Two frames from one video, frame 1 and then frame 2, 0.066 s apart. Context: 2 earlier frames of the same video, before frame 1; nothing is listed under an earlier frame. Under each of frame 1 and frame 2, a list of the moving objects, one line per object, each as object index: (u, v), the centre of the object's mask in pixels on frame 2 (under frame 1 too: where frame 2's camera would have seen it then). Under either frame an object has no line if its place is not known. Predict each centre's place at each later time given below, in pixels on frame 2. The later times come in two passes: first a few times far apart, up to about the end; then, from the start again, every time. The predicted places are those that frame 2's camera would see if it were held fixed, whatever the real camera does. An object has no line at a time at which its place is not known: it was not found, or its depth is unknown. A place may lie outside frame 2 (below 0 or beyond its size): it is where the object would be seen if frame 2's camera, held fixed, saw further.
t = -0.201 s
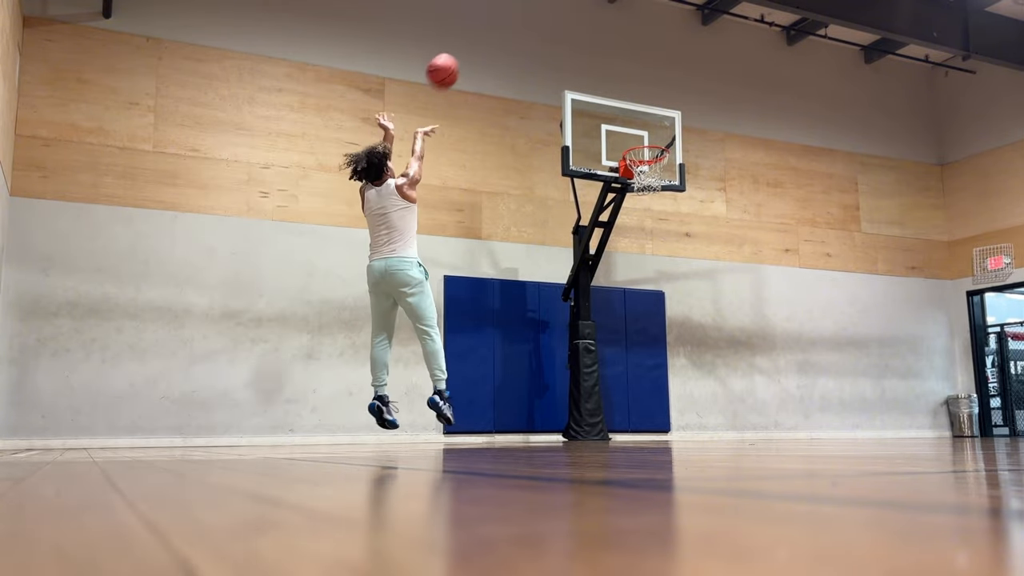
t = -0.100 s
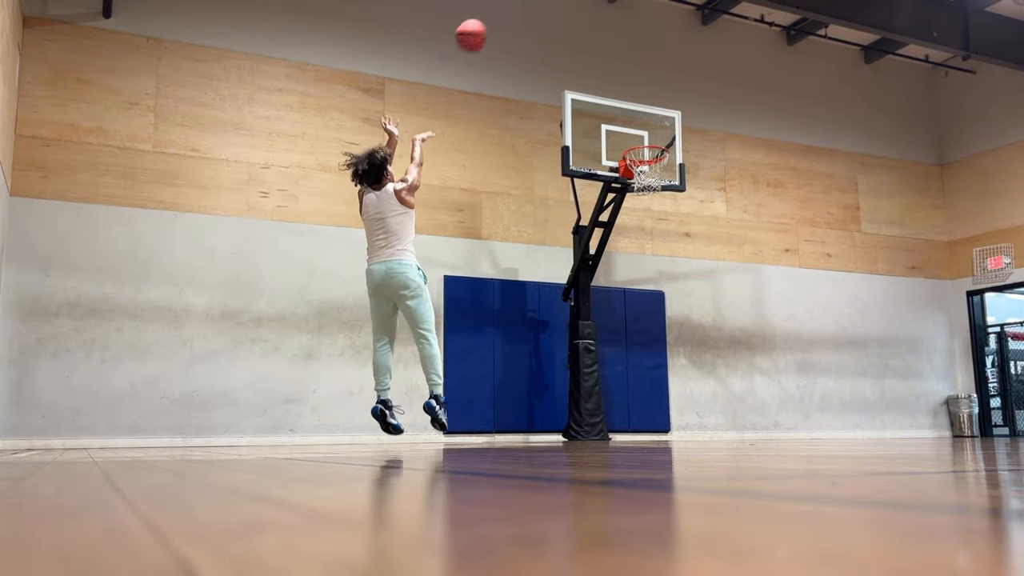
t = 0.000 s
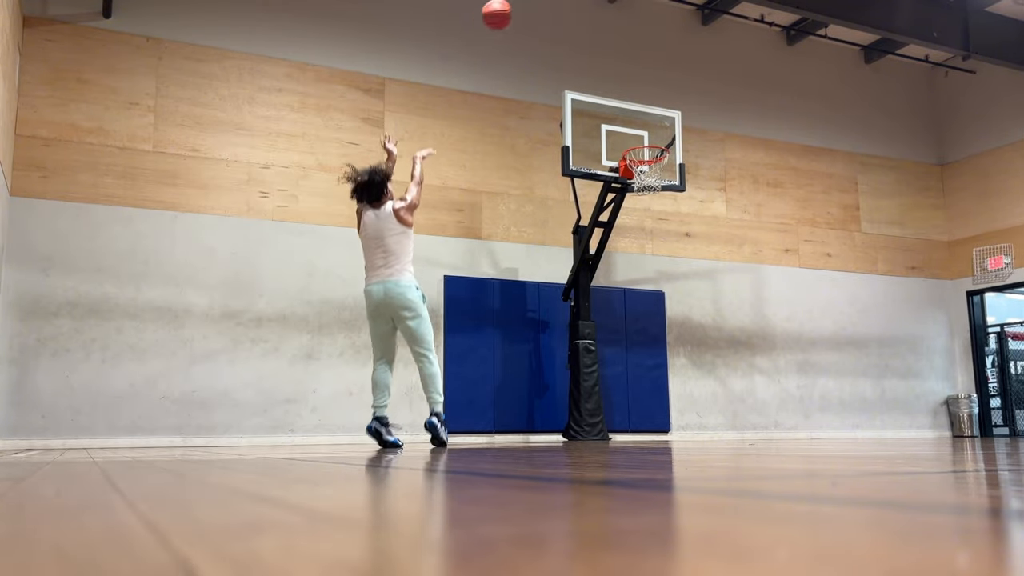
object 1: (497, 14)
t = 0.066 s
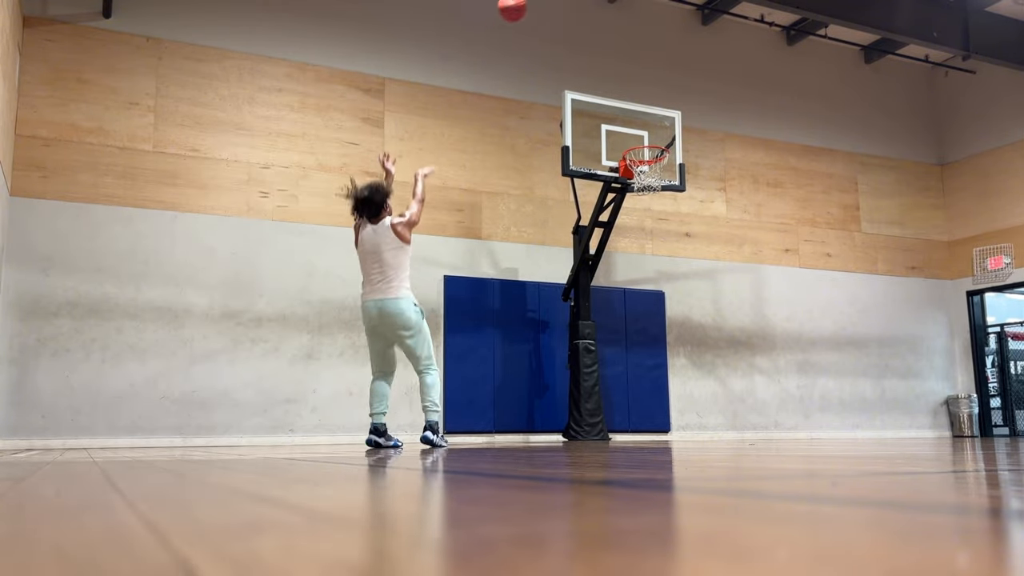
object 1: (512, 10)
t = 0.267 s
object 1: (554, 12)
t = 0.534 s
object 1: (603, 72)
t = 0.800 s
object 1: (641, 130)
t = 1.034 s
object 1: (663, 136)
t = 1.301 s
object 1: (692, 177)
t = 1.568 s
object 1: (726, 265)
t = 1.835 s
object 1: (765, 421)
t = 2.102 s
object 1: (797, 325)
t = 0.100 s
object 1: (520, 8)
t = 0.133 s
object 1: (527, 8)
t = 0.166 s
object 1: (534, 8)
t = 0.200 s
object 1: (541, 9)
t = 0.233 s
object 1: (548, 10)
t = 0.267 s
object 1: (554, 12)
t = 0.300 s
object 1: (561, 16)
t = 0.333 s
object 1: (567, 21)
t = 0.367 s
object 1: (574, 28)
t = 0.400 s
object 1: (580, 35)
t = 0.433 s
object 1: (586, 43)
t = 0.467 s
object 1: (592, 52)
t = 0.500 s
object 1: (597, 62)
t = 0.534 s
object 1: (603, 72)
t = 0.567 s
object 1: (609, 84)
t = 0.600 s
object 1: (615, 96)
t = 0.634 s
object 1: (620, 110)
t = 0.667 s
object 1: (626, 123)
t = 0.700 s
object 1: (631, 138)
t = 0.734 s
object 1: (634, 136)
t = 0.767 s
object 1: (637, 133)
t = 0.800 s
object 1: (641, 130)
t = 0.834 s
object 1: (643, 128)
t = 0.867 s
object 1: (647, 127)
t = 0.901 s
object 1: (650, 127)
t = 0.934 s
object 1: (653, 128)
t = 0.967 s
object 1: (656, 130)
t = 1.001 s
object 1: (660, 133)
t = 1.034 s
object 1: (663, 136)
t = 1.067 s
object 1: (666, 140)
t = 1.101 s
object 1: (670, 145)
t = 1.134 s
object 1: (674, 152)
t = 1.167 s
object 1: (677, 156)
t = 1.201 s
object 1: (680, 159)
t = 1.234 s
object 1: (684, 164)
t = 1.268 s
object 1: (688, 170)
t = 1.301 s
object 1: (692, 177)
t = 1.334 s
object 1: (696, 184)
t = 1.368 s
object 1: (700, 193)
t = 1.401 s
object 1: (704, 203)
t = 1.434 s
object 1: (709, 214)
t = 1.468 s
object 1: (713, 225)
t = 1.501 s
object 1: (717, 237)
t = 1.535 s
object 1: (722, 251)
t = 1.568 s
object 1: (726, 265)
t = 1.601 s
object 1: (731, 281)
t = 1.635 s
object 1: (735, 298)
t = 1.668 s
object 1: (740, 315)
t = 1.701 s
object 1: (745, 334)
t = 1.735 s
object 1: (750, 355)
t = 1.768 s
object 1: (755, 375)
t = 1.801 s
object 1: (760, 398)
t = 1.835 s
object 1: (765, 421)
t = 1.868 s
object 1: (769, 421)
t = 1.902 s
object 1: (773, 404)
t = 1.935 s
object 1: (777, 388)
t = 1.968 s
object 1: (781, 373)
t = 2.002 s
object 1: (785, 360)
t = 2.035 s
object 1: (789, 347)
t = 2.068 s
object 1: (793, 336)
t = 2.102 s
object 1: (797, 325)
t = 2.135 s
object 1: (801, 316)
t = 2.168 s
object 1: (805, 308)
